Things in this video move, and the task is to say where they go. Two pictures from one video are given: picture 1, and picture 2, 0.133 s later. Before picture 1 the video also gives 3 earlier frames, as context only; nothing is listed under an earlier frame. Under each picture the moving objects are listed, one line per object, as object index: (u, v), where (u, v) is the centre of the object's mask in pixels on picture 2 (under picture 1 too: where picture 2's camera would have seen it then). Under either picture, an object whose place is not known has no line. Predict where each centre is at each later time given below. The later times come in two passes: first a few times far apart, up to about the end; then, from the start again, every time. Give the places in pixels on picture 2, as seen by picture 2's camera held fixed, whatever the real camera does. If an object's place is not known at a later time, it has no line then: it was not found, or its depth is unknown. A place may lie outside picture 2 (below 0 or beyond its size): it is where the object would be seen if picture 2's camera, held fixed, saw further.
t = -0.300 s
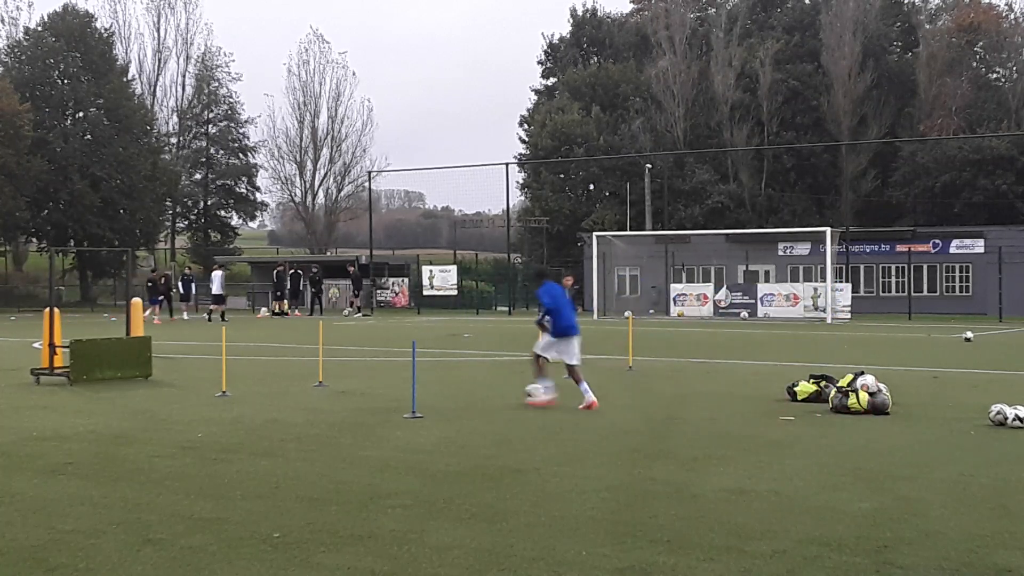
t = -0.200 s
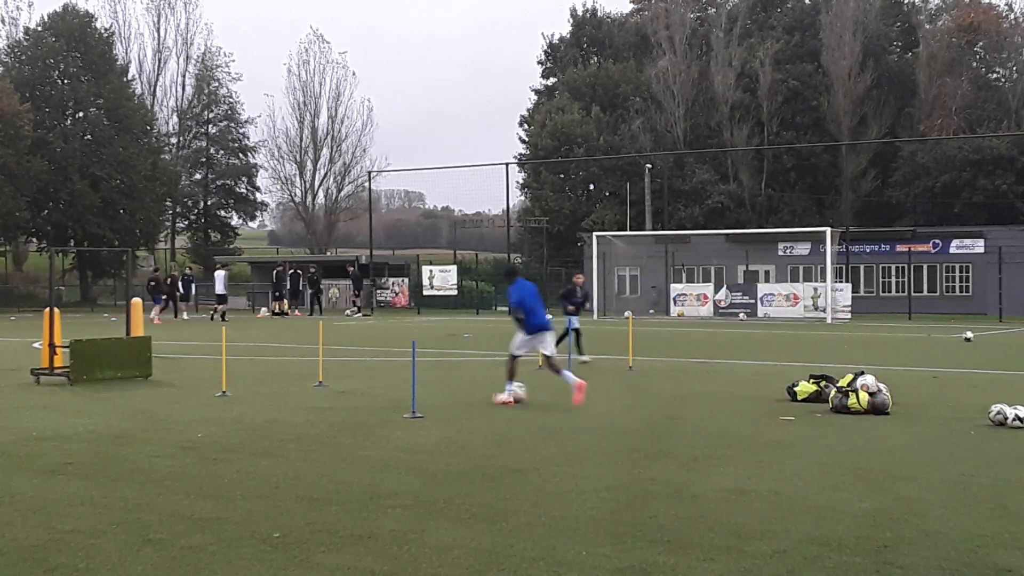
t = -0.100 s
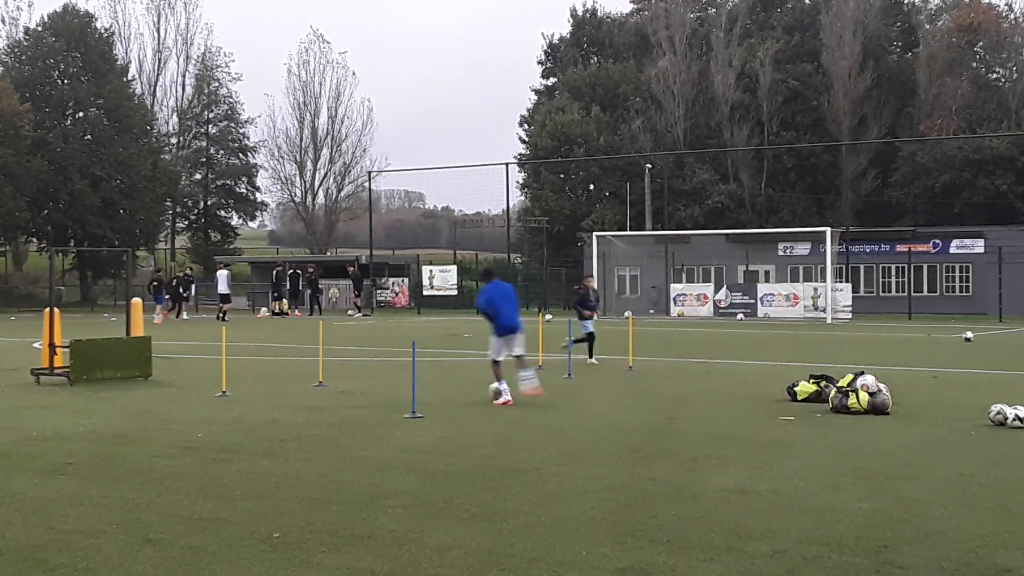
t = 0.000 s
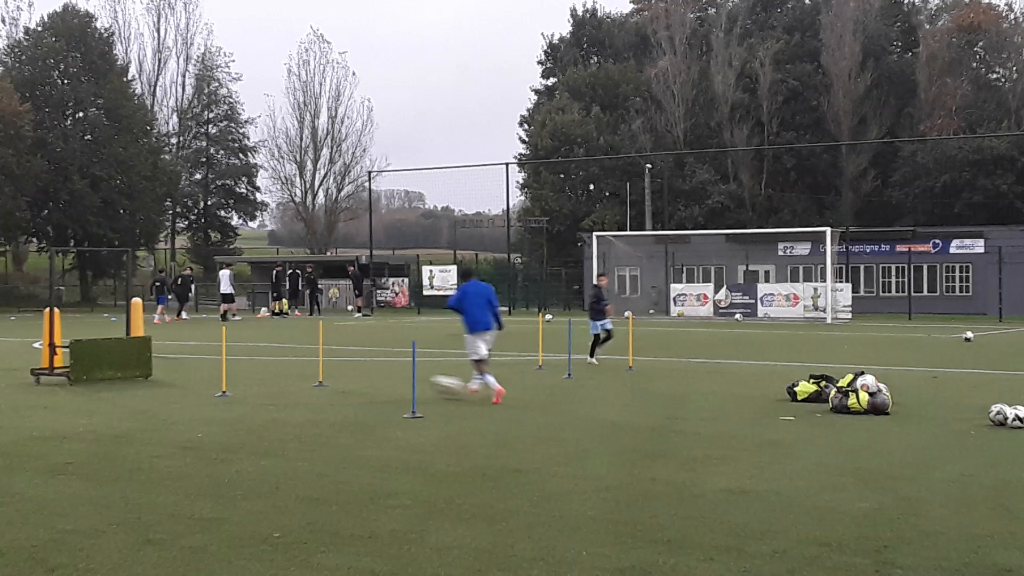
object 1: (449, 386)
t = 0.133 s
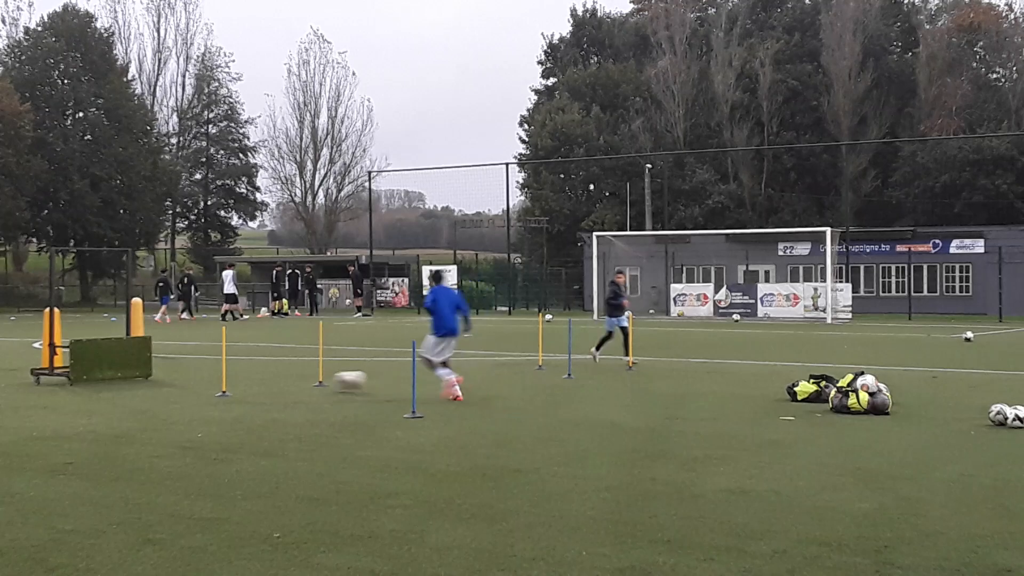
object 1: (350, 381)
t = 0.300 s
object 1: (248, 371)
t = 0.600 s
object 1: (171, 360)
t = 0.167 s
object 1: (328, 382)
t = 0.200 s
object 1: (308, 381)
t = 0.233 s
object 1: (287, 376)
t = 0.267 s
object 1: (267, 373)
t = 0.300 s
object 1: (248, 371)
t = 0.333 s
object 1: (231, 370)
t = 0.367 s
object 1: (211, 371)
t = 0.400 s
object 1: (195, 372)
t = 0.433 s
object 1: (178, 373)
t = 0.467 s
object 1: (162, 371)
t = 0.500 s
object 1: (147, 369)
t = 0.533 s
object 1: (149, 366)
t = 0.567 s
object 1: (161, 363)
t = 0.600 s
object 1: (171, 360)
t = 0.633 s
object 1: (183, 358)
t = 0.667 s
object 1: (194, 357)
